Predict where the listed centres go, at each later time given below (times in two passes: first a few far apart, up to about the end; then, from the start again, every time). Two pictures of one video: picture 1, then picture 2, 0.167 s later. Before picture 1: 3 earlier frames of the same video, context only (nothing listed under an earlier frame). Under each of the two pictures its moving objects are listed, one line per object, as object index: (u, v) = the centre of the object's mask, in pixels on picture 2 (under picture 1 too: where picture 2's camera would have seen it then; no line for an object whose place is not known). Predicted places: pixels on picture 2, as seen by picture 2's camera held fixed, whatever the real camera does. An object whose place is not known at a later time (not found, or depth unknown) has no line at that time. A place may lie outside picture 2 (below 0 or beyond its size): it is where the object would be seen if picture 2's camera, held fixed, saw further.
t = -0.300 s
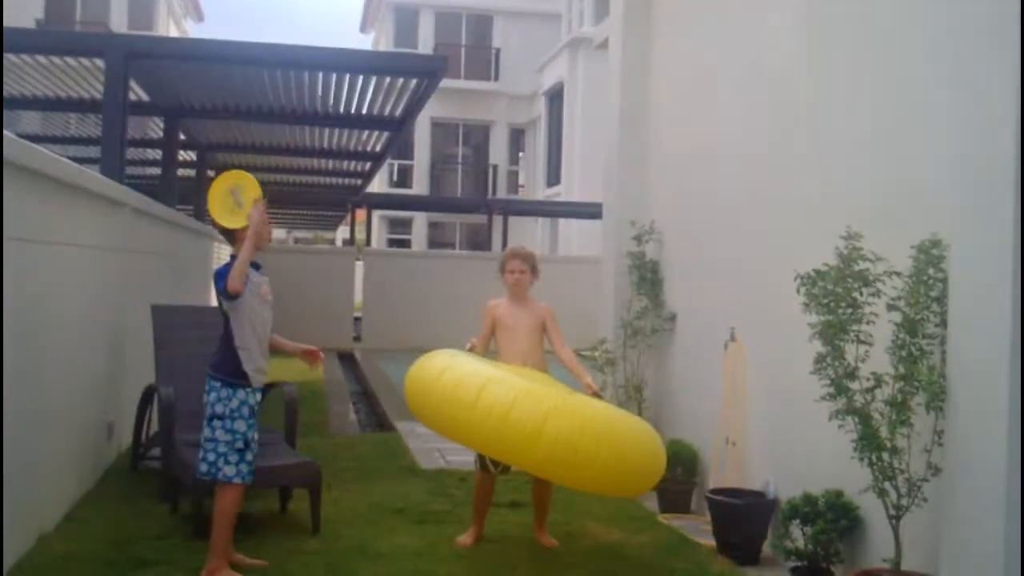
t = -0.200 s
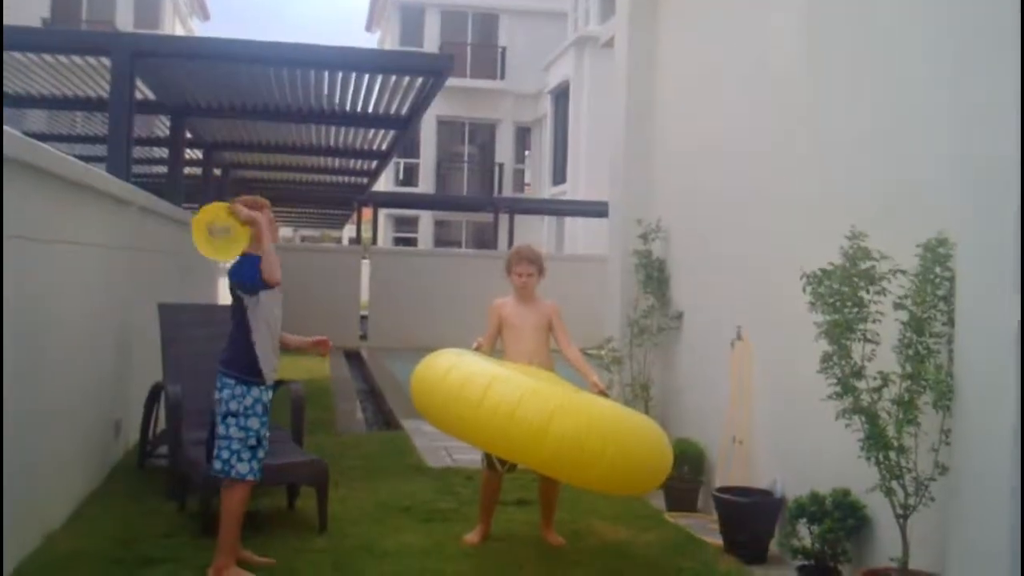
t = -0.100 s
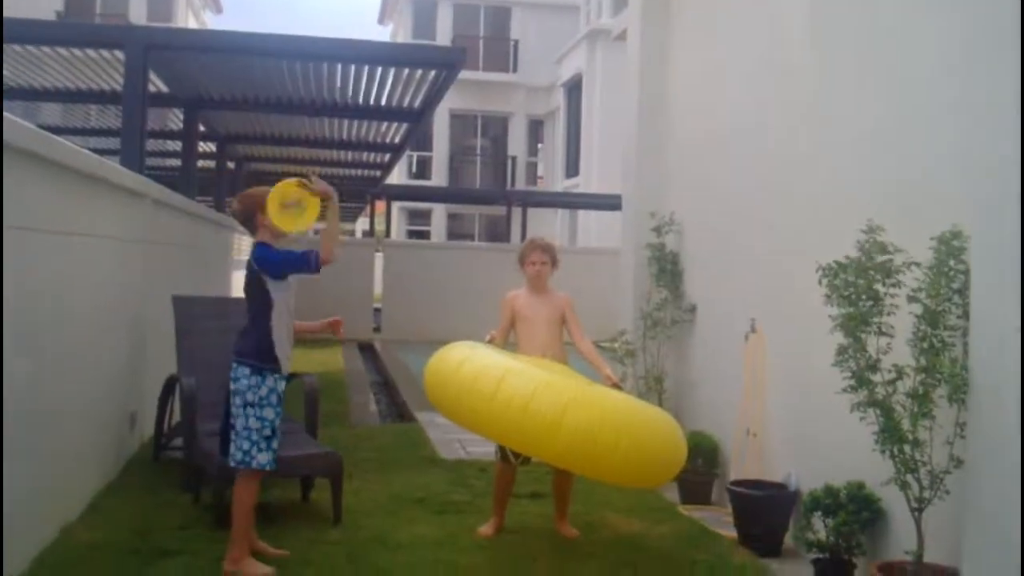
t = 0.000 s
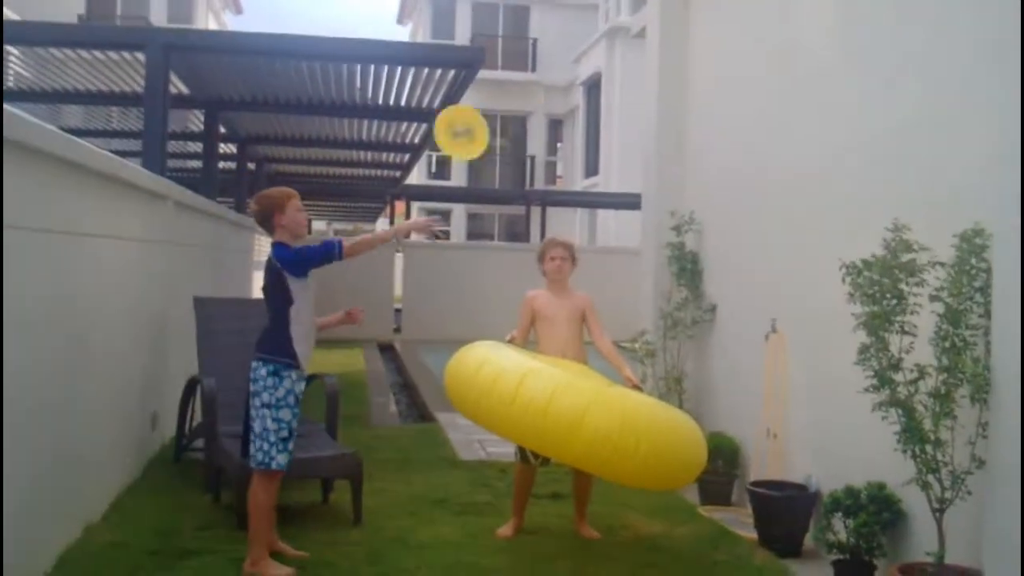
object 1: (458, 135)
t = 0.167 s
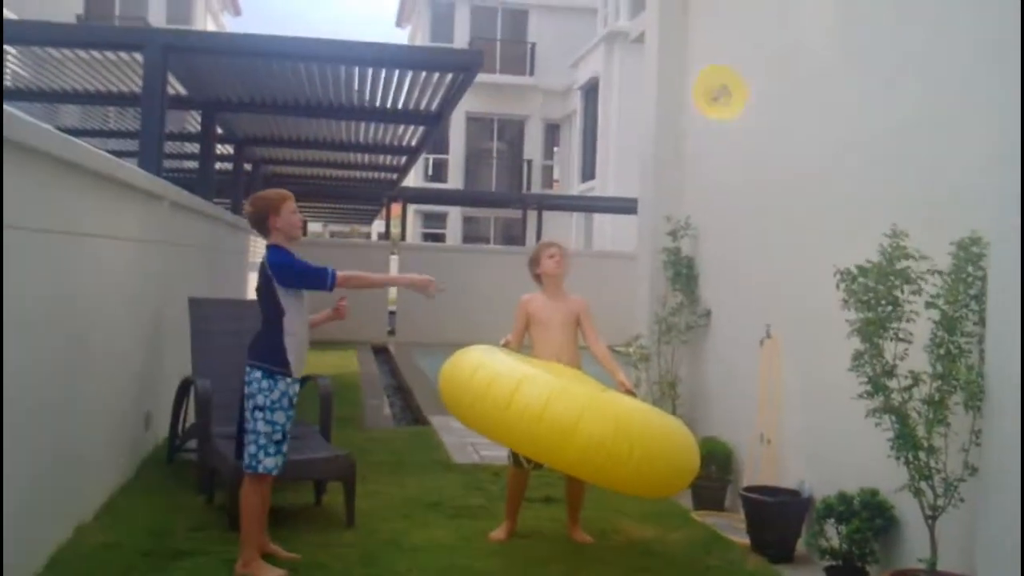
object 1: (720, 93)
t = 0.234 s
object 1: (820, 95)
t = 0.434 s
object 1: (778, 97)
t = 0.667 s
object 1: (693, 191)
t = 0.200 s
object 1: (770, 92)
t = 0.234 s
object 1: (820, 95)
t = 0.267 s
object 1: (860, 99)
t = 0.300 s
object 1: (840, 91)
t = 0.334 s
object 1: (824, 88)
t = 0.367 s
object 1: (808, 89)
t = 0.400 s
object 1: (794, 93)
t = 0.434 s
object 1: (778, 97)
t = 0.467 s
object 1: (764, 103)
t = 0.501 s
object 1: (753, 112)
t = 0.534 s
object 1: (739, 123)
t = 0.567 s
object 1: (728, 140)
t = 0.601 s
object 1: (715, 156)
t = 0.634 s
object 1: (703, 171)
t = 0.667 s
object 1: (693, 191)
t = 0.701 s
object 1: (684, 213)
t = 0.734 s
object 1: (672, 238)
